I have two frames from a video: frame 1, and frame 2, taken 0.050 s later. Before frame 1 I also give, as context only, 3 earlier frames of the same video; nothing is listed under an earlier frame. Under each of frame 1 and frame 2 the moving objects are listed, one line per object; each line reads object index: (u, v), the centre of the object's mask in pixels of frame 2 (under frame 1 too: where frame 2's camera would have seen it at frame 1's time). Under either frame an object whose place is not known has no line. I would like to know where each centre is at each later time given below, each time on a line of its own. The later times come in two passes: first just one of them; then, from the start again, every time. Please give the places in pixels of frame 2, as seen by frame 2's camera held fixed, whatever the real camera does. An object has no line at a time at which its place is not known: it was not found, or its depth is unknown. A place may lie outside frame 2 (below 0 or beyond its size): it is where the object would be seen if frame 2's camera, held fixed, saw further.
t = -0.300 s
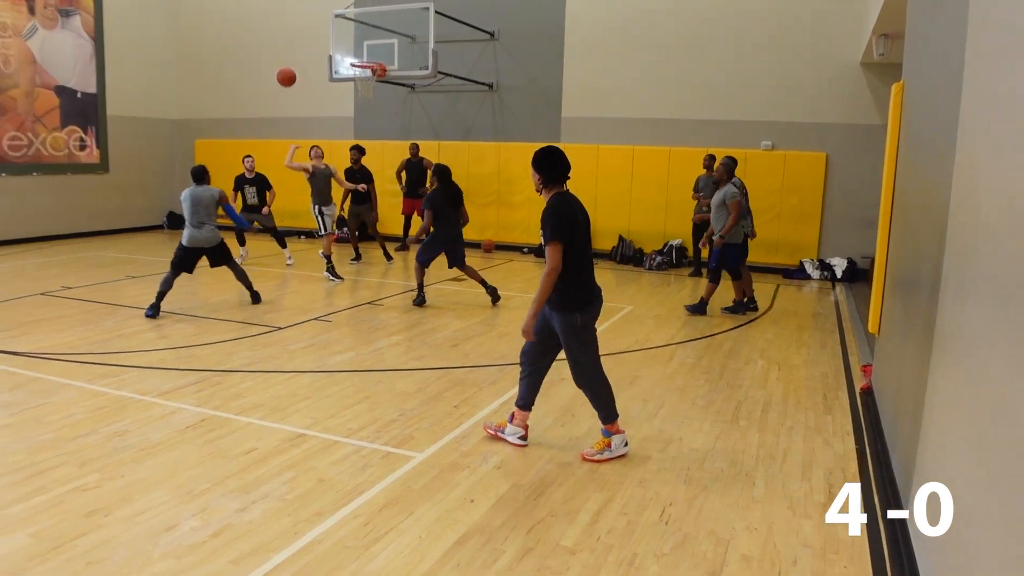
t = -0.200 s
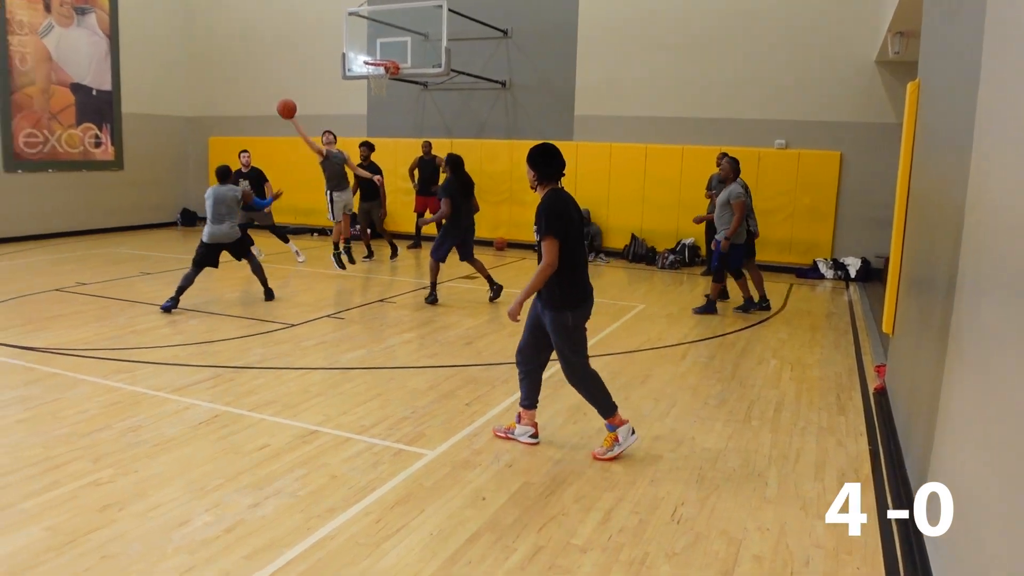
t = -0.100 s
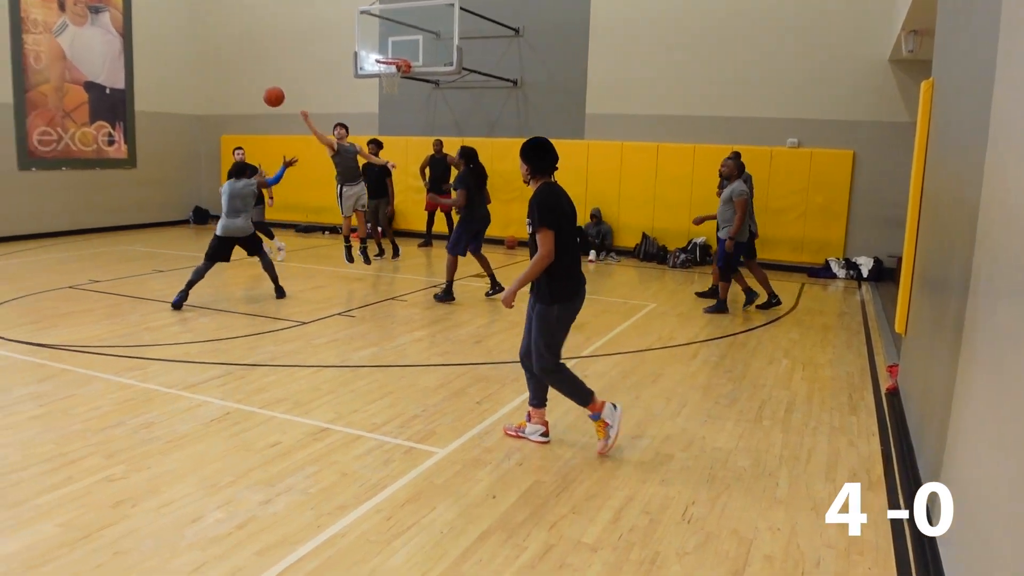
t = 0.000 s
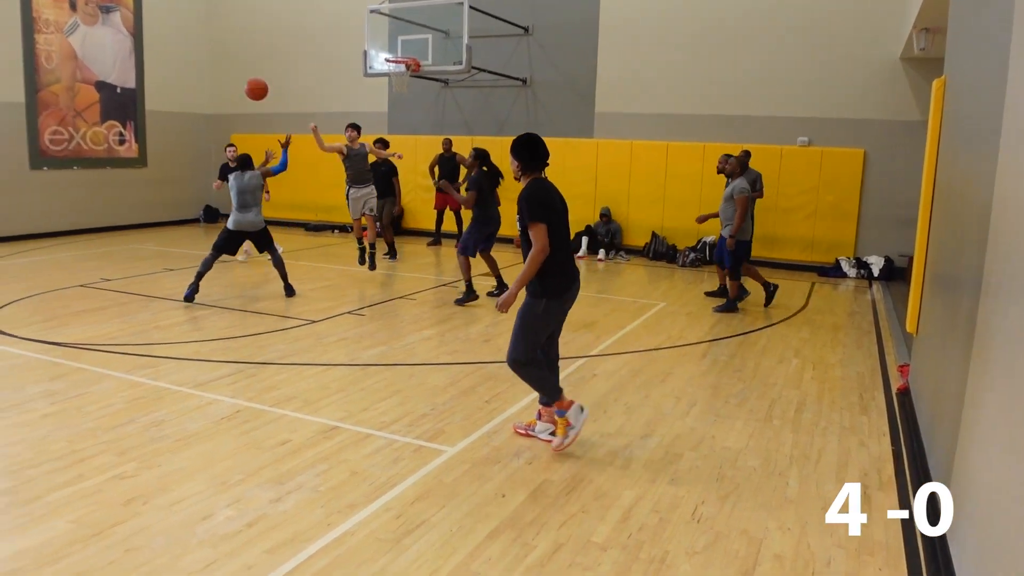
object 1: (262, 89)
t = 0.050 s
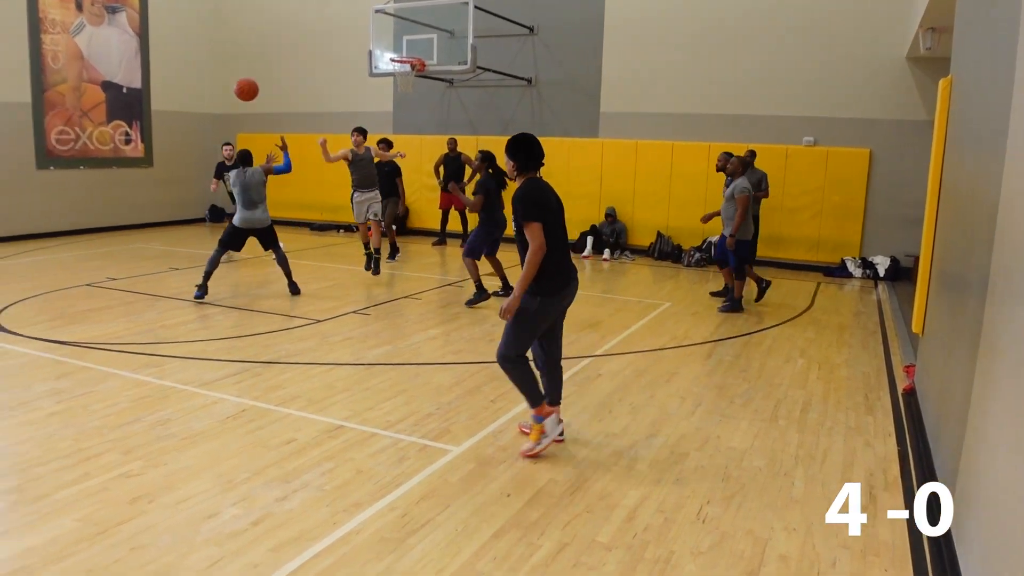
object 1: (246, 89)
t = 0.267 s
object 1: (161, 127)
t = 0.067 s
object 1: (241, 90)
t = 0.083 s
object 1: (235, 91)
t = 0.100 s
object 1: (229, 92)
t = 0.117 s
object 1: (223, 94)
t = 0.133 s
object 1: (217, 96)
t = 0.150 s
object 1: (211, 98)
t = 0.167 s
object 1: (204, 101)
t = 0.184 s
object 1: (197, 104)
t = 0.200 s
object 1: (191, 108)
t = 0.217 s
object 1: (184, 112)
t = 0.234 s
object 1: (176, 116)
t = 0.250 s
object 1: (169, 121)
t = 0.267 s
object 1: (161, 127)
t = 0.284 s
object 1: (153, 133)
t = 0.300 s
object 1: (146, 139)
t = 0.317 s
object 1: (137, 146)
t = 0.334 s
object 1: (130, 154)
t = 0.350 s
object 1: (121, 163)
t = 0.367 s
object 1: (112, 172)
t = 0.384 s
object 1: (103, 182)
